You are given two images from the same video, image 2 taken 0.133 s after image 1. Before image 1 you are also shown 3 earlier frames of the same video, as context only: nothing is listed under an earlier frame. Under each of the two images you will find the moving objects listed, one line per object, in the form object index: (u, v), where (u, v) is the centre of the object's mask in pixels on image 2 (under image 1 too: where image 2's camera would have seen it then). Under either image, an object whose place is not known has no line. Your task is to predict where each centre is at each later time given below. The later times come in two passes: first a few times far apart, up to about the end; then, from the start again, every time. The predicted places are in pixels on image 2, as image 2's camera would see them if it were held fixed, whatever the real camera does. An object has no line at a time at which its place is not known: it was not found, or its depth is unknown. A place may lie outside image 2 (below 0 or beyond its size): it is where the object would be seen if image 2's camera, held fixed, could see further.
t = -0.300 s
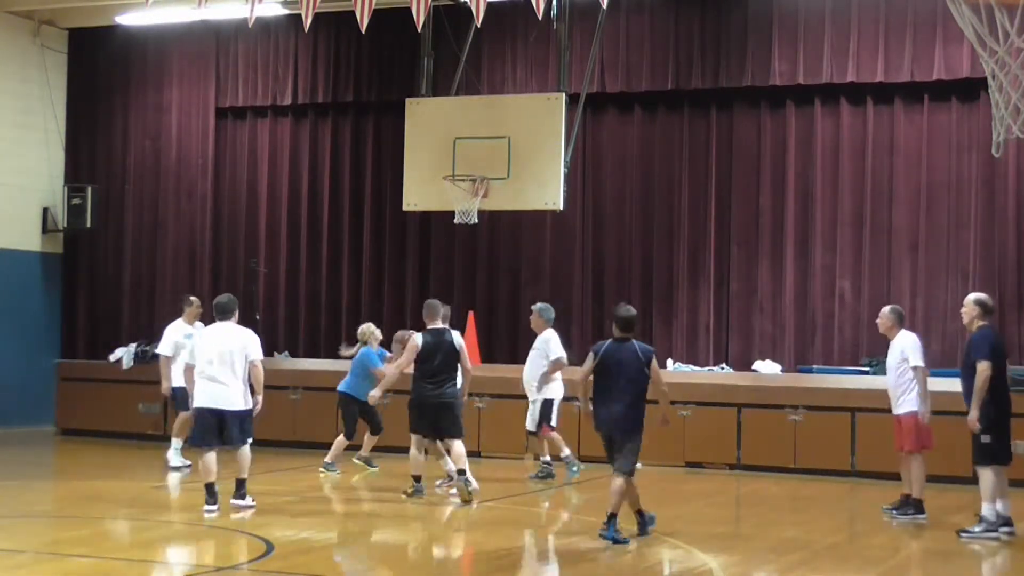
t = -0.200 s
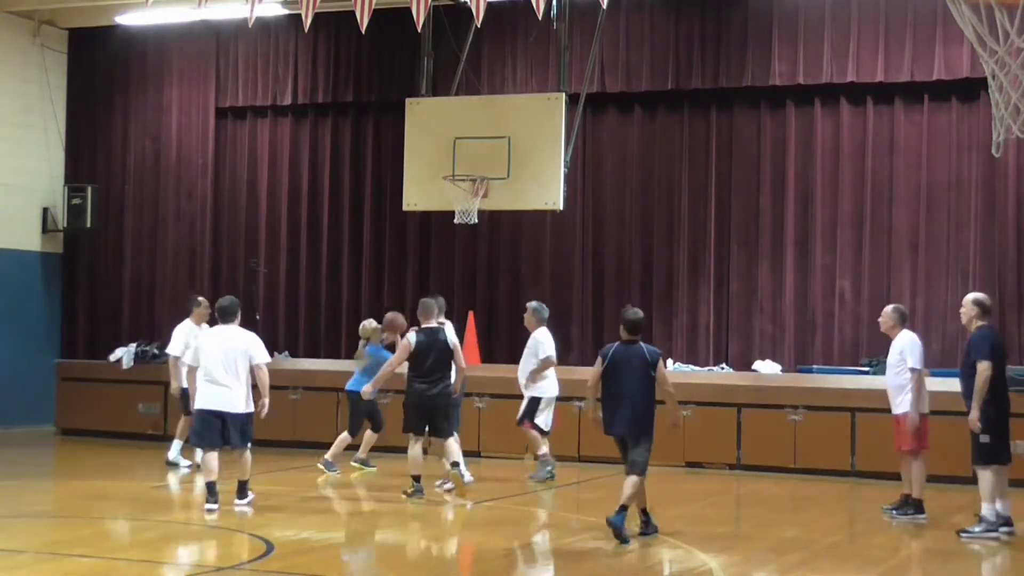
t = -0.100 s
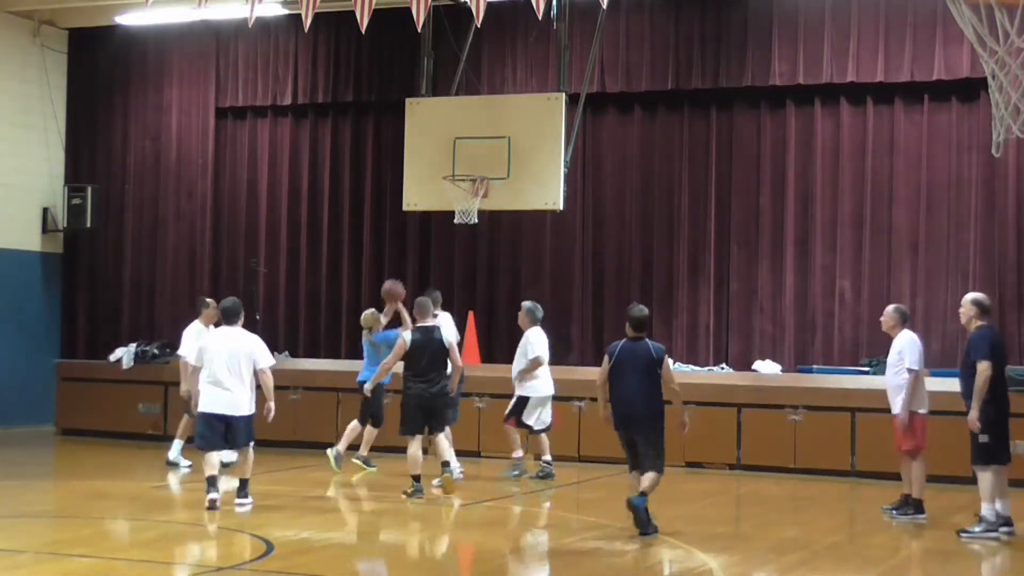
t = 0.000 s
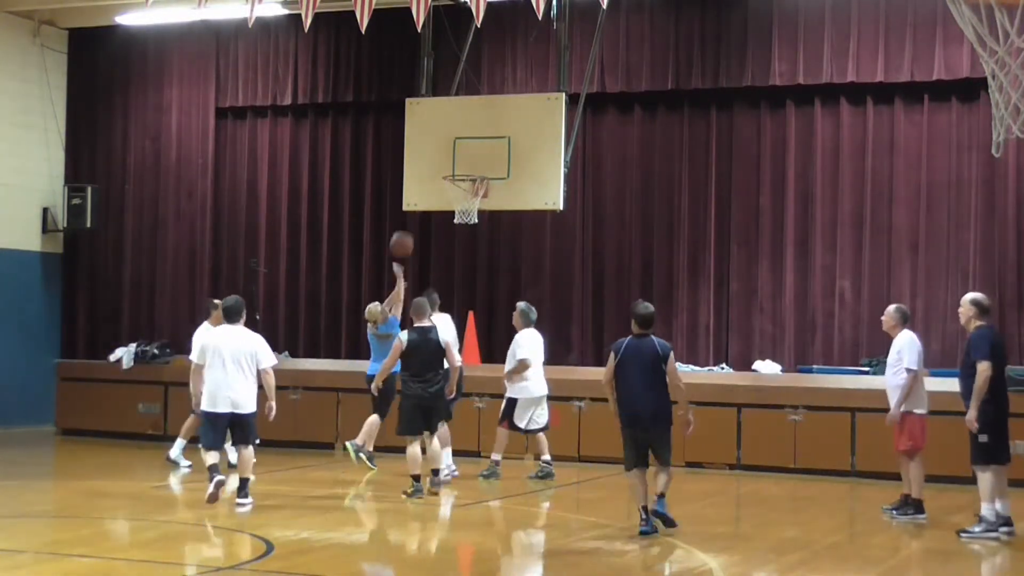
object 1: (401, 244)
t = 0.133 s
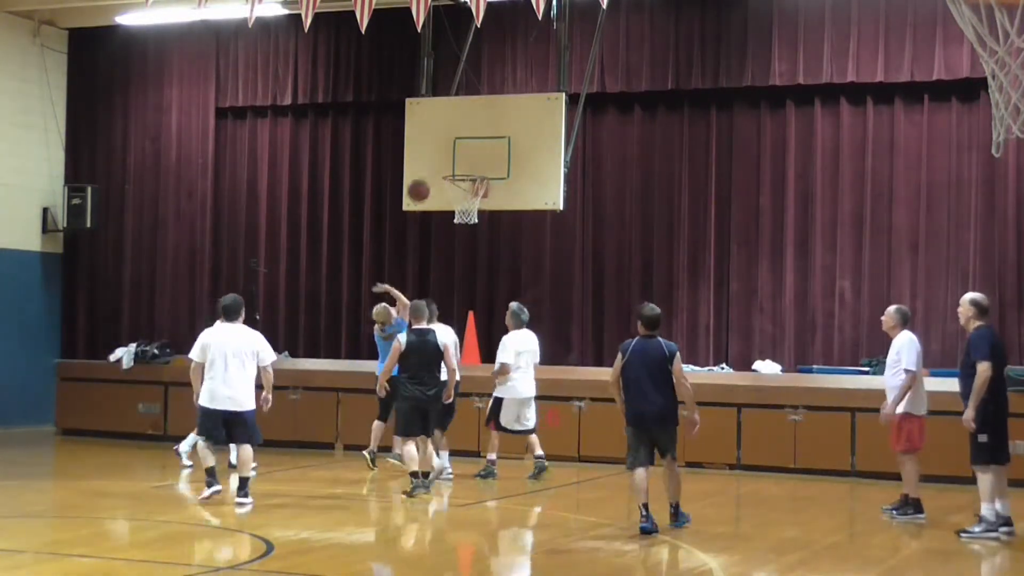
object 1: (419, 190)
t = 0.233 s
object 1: (430, 162)
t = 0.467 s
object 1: (456, 133)
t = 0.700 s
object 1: (472, 149)
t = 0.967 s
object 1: (468, 212)
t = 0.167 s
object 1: (423, 180)
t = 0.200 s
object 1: (426, 170)
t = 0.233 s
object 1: (430, 162)
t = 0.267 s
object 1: (434, 155)
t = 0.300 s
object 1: (438, 148)
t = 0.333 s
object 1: (441, 143)
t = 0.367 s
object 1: (445, 139)
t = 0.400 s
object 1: (449, 136)
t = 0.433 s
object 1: (453, 134)
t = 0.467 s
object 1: (456, 133)
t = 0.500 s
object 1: (460, 133)
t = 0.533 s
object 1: (463, 133)
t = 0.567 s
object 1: (466, 135)
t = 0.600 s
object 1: (470, 138)
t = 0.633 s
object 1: (473, 142)
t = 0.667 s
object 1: (473, 145)
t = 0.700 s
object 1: (472, 149)
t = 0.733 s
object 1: (472, 154)
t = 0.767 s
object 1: (472, 160)
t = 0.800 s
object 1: (471, 167)
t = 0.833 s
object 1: (470, 175)
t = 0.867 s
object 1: (468, 183)
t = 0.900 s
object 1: (468, 195)
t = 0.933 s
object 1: (465, 204)
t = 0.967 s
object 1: (468, 212)
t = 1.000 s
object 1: (467, 222)
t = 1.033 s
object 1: (466, 231)
